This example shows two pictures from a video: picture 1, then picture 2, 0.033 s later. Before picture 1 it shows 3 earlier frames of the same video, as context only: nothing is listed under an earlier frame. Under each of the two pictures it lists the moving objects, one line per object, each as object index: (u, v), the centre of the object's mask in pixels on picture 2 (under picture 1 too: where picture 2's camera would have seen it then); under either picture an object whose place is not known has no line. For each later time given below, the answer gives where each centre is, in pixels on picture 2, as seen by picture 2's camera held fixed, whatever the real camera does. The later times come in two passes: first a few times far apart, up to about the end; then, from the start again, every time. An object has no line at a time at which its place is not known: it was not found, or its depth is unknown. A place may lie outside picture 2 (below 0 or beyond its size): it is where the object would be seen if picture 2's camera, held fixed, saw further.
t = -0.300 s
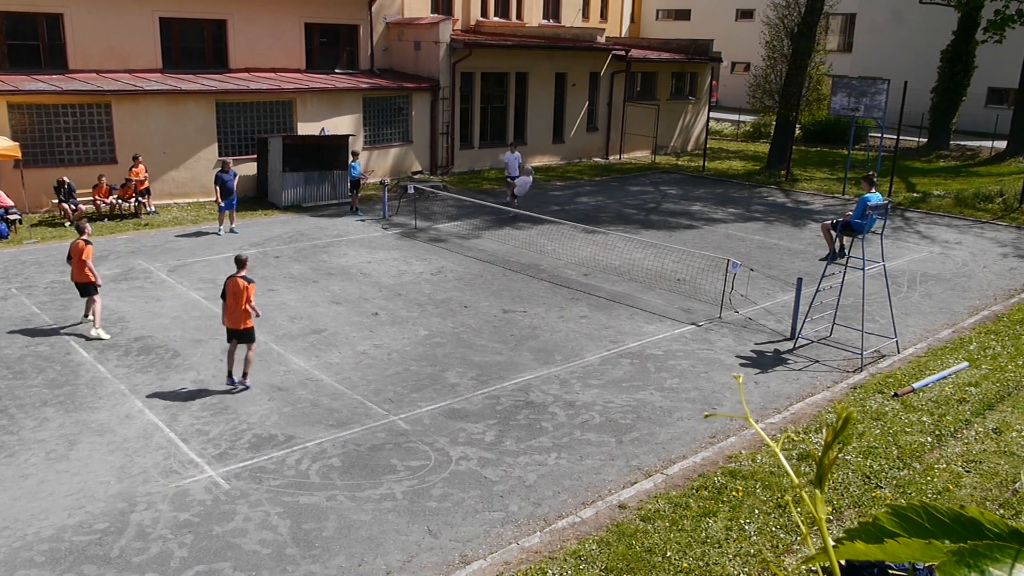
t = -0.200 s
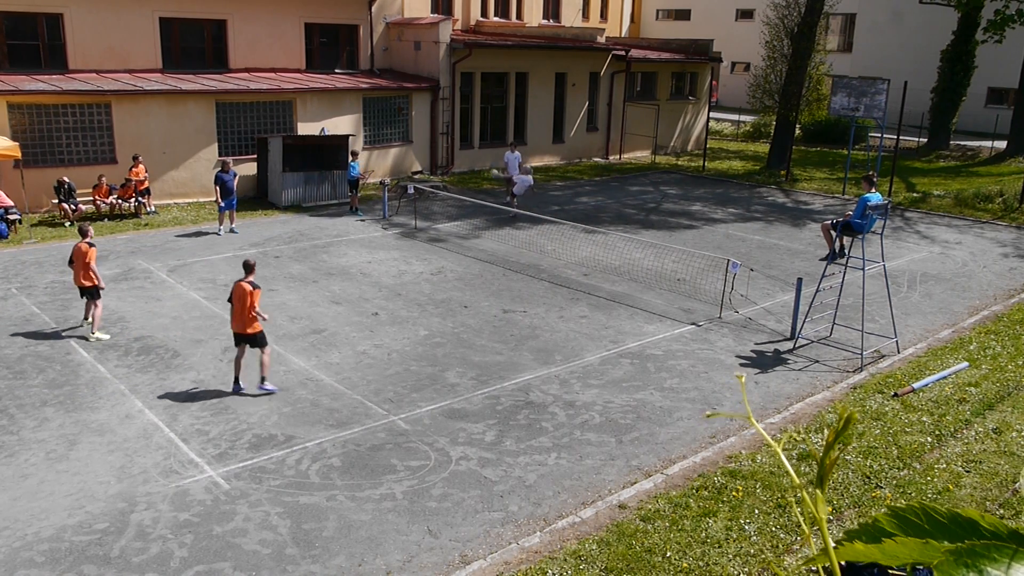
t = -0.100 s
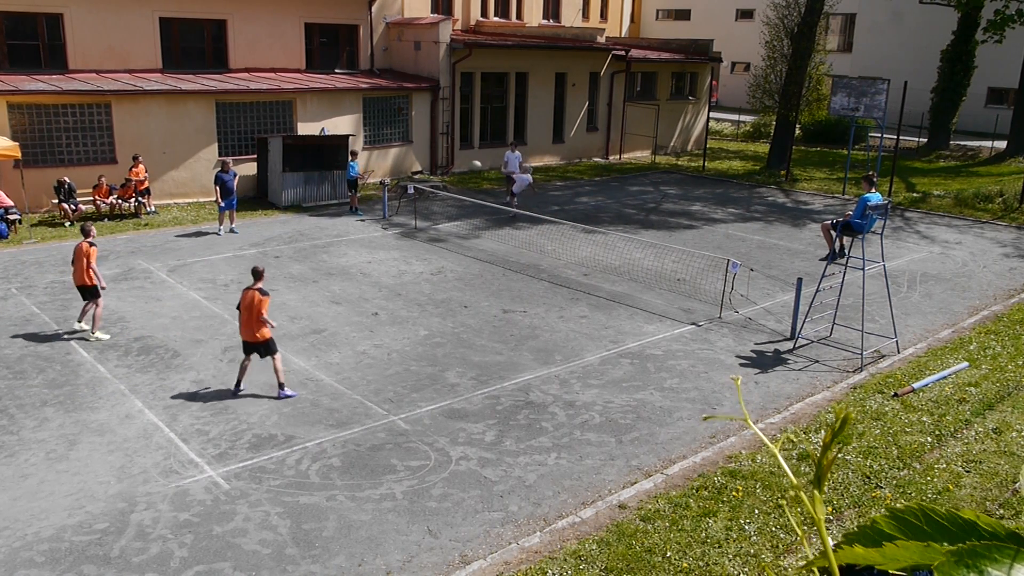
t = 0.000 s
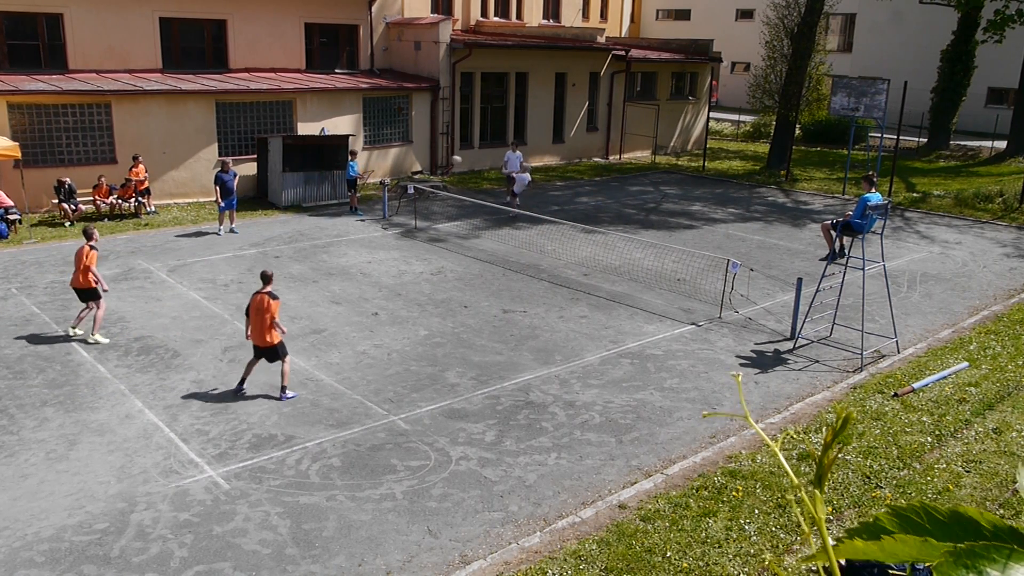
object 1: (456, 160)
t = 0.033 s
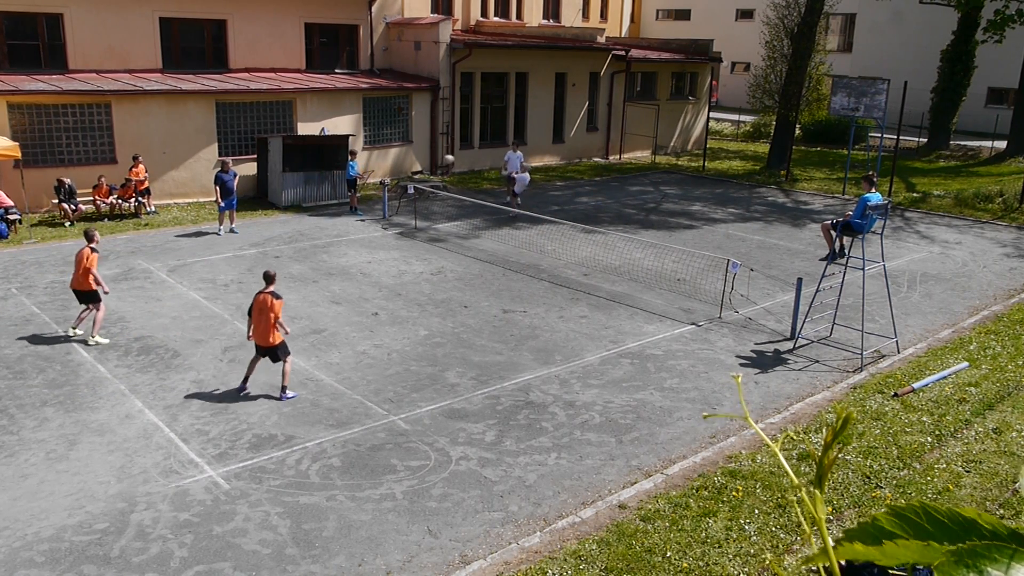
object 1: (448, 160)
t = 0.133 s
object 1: (428, 160)
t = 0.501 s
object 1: (333, 209)
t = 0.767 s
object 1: (255, 271)
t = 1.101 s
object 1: (150, 248)
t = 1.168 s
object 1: (125, 251)
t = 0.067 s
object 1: (442, 159)
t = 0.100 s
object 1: (435, 160)
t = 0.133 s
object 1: (428, 160)
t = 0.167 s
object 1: (421, 161)
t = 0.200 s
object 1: (414, 165)
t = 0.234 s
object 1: (404, 165)
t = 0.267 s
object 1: (395, 170)
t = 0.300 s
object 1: (388, 173)
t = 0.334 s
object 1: (380, 177)
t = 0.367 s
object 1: (371, 182)
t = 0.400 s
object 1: (361, 189)
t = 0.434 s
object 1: (353, 194)
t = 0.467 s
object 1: (343, 200)
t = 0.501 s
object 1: (333, 209)
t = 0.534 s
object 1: (324, 217)
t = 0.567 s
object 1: (315, 226)
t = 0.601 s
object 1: (305, 235)
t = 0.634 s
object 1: (296, 245)
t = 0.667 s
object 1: (285, 258)
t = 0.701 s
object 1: (275, 271)
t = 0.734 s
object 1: (265, 277)
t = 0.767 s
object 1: (255, 271)
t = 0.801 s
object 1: (246, 266)
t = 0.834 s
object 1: (236, 262)
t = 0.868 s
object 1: (226, 258)
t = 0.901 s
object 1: (216, 254)
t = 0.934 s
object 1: (205, 252)
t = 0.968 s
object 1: (194, 250)
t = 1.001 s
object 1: (184, 248)
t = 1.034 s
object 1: (172, 247)
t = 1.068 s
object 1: (161, 248)
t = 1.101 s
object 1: (150, 248)
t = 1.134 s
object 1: (138, 249)
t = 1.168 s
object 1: (125, 251)
